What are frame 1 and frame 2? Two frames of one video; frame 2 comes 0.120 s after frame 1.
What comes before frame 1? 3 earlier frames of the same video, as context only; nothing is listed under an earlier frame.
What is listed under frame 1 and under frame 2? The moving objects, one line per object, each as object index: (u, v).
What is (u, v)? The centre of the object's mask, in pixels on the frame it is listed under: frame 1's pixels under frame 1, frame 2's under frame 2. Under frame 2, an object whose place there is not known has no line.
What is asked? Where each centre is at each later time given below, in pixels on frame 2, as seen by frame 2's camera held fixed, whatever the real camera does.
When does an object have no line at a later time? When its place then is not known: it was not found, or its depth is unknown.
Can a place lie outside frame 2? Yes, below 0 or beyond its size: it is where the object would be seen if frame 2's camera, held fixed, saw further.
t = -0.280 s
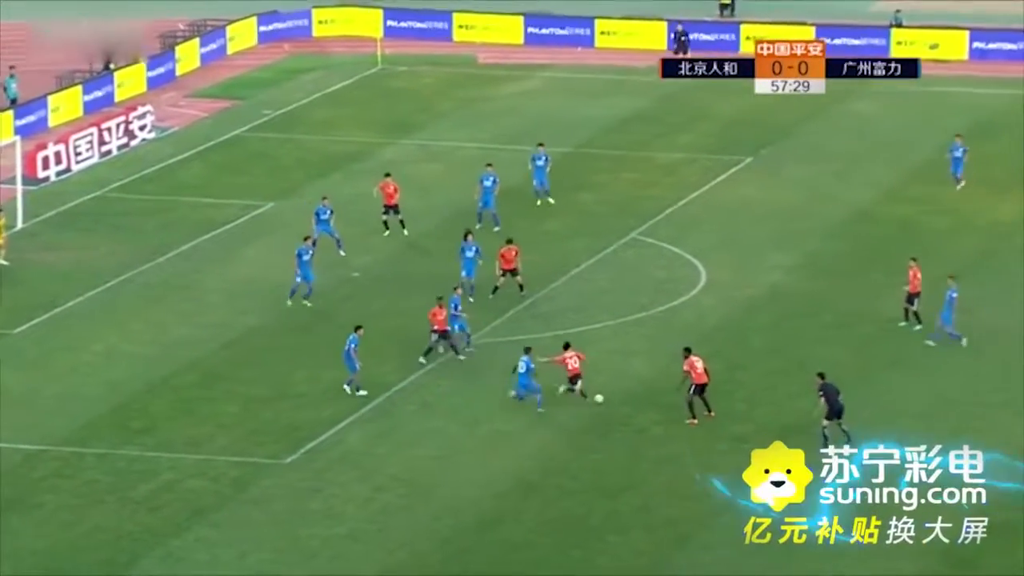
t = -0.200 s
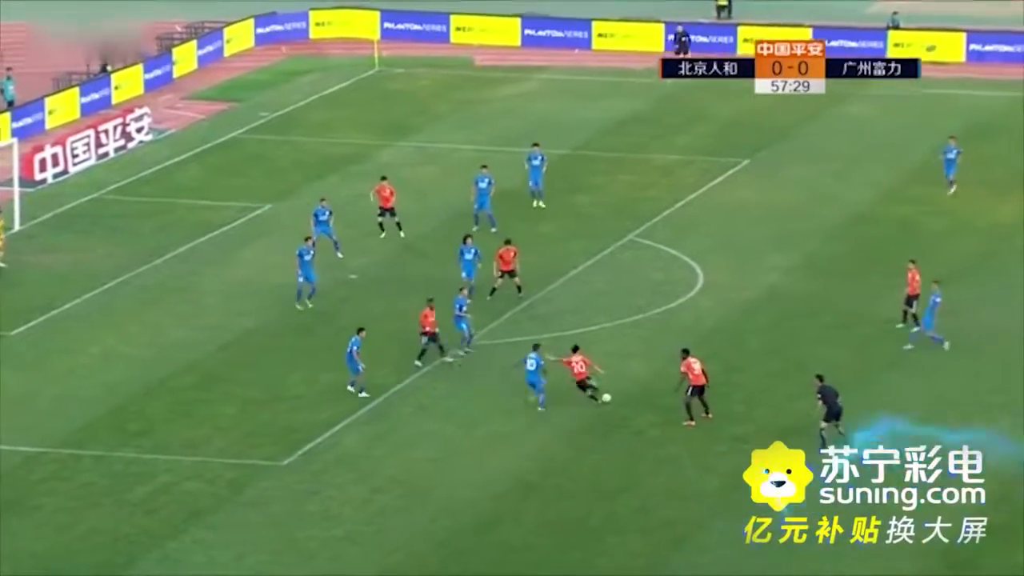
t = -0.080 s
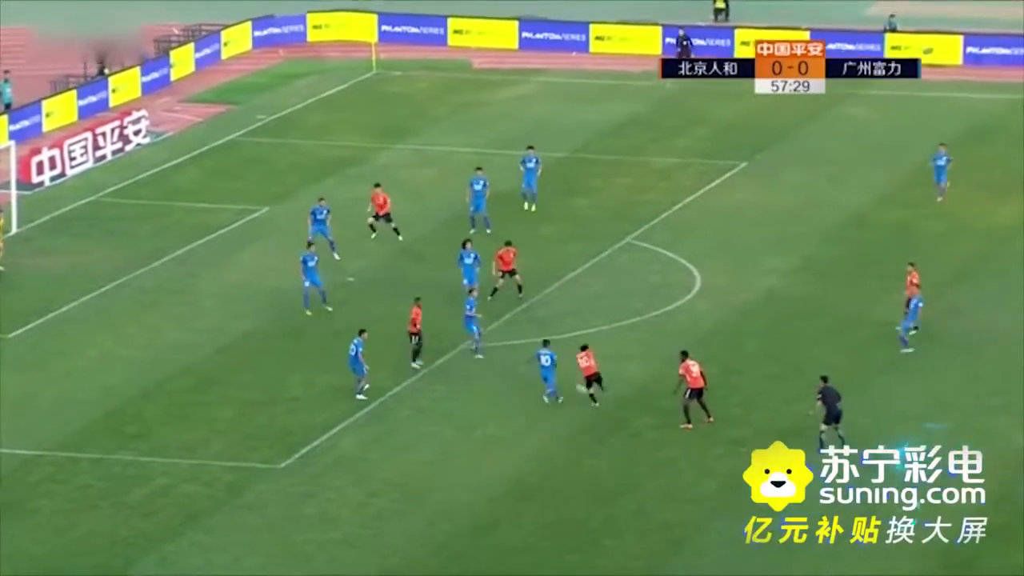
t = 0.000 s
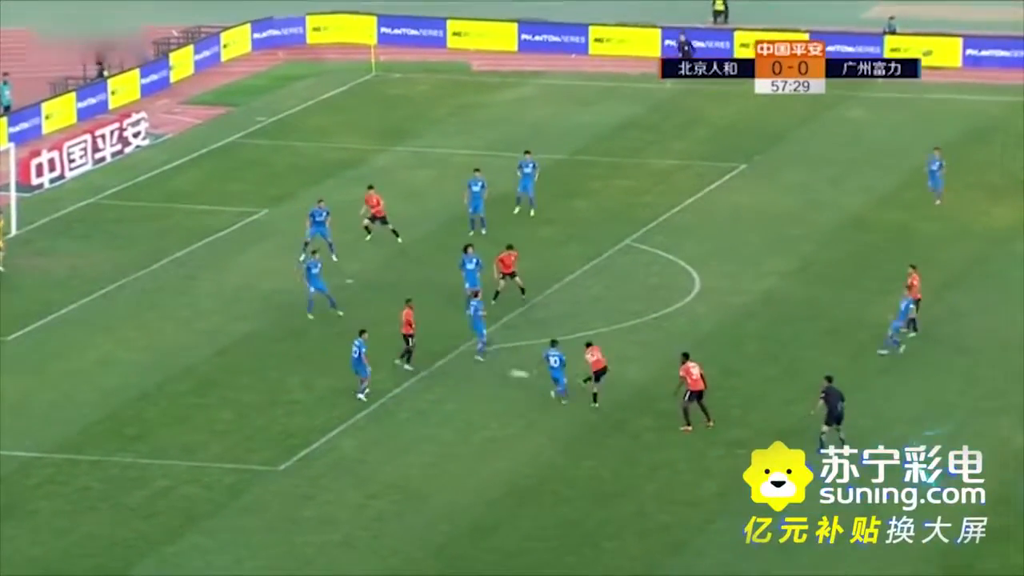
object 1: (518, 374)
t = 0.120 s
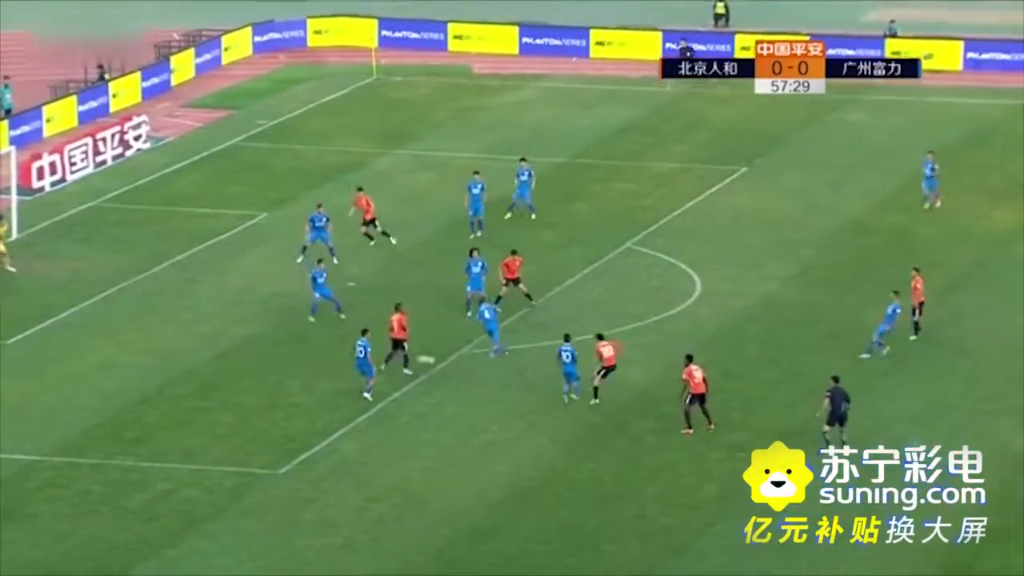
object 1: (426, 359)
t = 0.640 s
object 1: (88, 307)
